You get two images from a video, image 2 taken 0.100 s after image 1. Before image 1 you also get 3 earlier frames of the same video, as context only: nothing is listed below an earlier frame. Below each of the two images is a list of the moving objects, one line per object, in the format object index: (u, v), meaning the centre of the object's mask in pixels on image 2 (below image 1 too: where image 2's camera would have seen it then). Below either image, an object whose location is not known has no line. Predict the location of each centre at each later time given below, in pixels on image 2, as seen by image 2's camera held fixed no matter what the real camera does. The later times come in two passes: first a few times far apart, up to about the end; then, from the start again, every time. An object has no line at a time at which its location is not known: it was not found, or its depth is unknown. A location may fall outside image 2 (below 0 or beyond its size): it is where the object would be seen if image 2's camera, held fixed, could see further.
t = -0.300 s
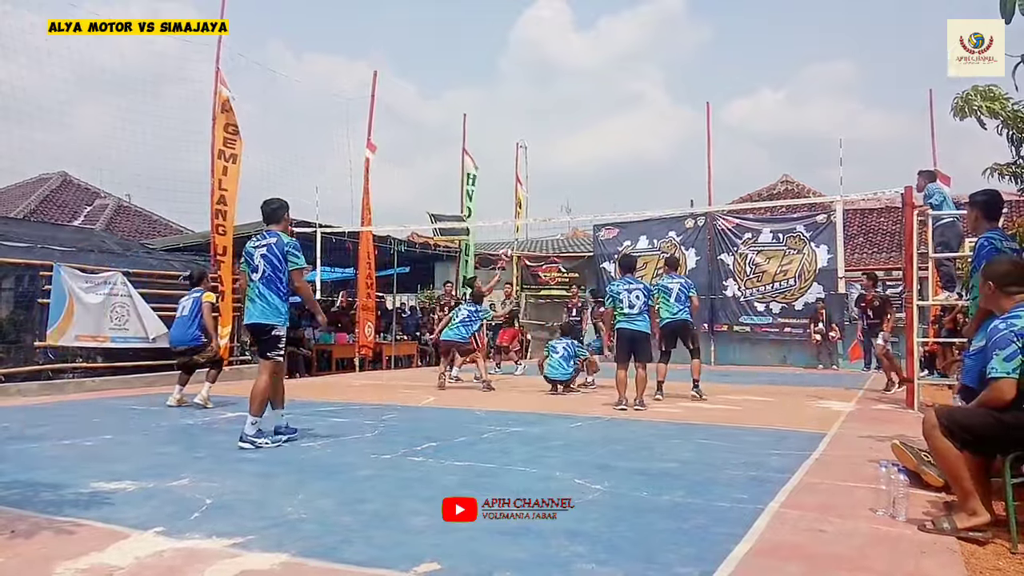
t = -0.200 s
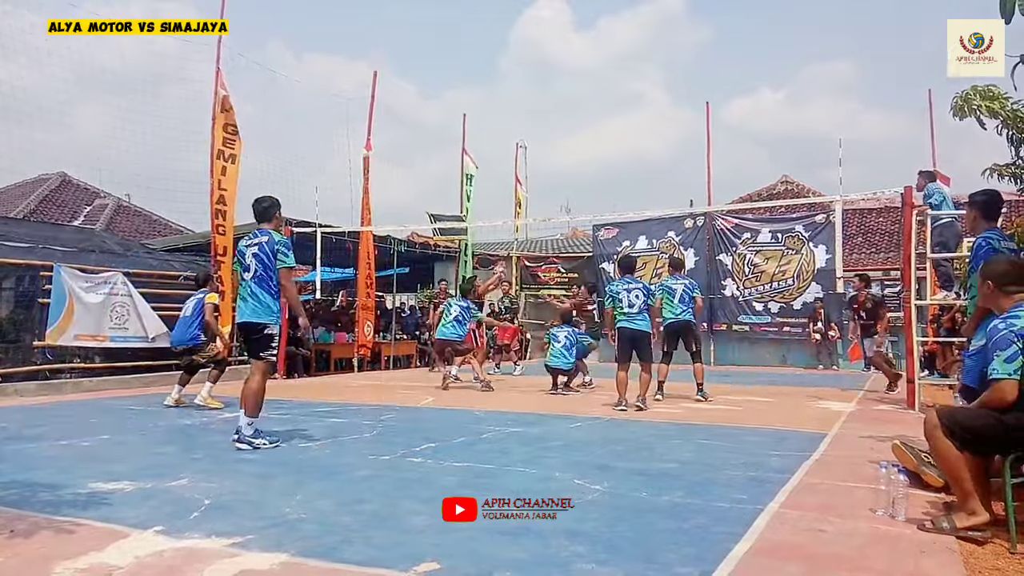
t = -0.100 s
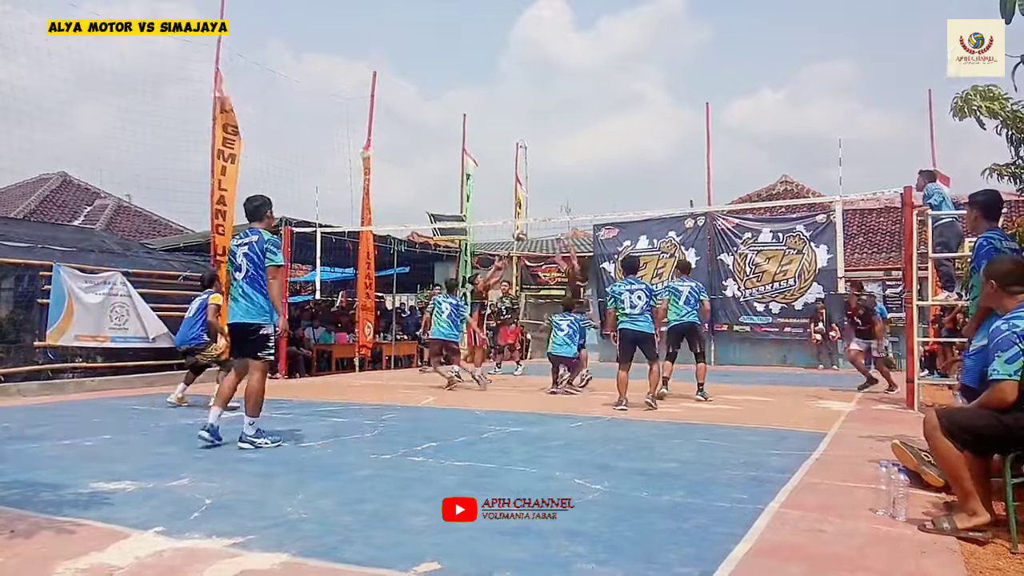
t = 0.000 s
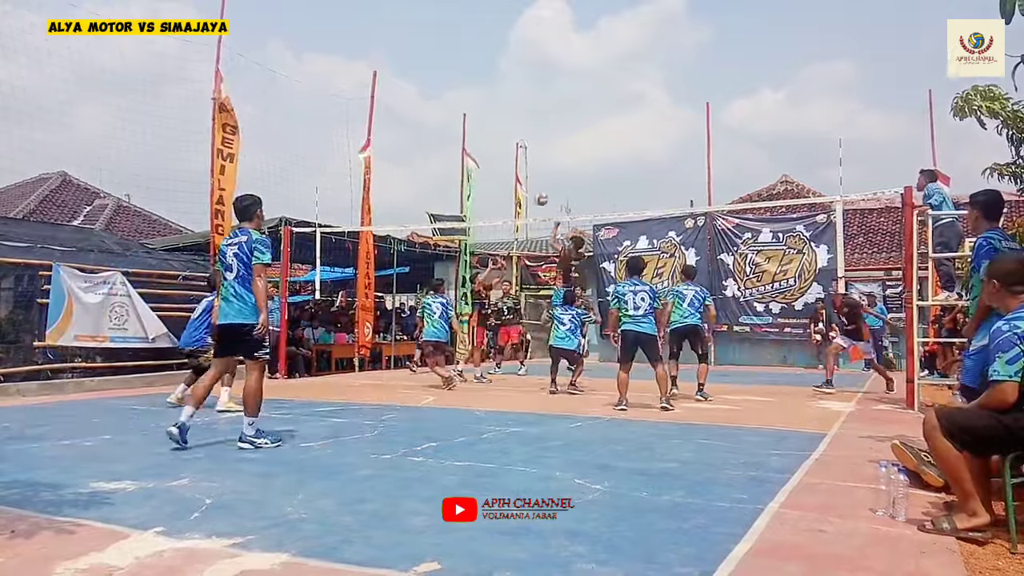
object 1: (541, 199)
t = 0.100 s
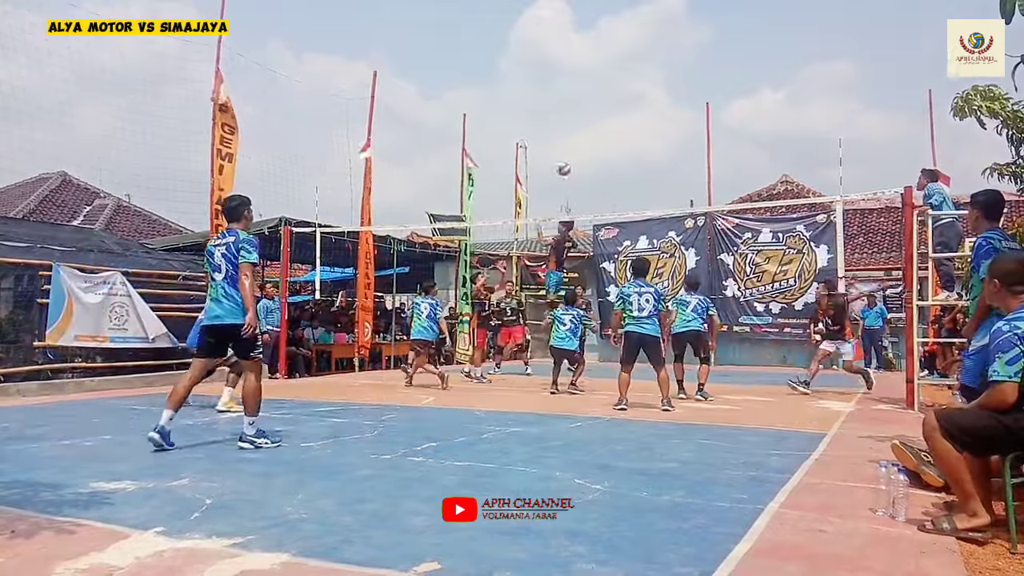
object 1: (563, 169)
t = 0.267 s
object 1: (601, 133)
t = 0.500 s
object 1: (655, 110)
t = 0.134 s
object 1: (570, 160)
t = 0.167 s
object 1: (578, 153)
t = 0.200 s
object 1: (586, 145)
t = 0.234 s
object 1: (593, 138)
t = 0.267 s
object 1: (601, 133)
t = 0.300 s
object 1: (608, 127)
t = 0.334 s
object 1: (616, 123)
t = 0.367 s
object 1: (624, 119)
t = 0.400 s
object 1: (631, 116)
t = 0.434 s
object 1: (639, 113)
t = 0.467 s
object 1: (647, 111)
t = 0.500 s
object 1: (655, 110)
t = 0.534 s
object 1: (663, 109)
